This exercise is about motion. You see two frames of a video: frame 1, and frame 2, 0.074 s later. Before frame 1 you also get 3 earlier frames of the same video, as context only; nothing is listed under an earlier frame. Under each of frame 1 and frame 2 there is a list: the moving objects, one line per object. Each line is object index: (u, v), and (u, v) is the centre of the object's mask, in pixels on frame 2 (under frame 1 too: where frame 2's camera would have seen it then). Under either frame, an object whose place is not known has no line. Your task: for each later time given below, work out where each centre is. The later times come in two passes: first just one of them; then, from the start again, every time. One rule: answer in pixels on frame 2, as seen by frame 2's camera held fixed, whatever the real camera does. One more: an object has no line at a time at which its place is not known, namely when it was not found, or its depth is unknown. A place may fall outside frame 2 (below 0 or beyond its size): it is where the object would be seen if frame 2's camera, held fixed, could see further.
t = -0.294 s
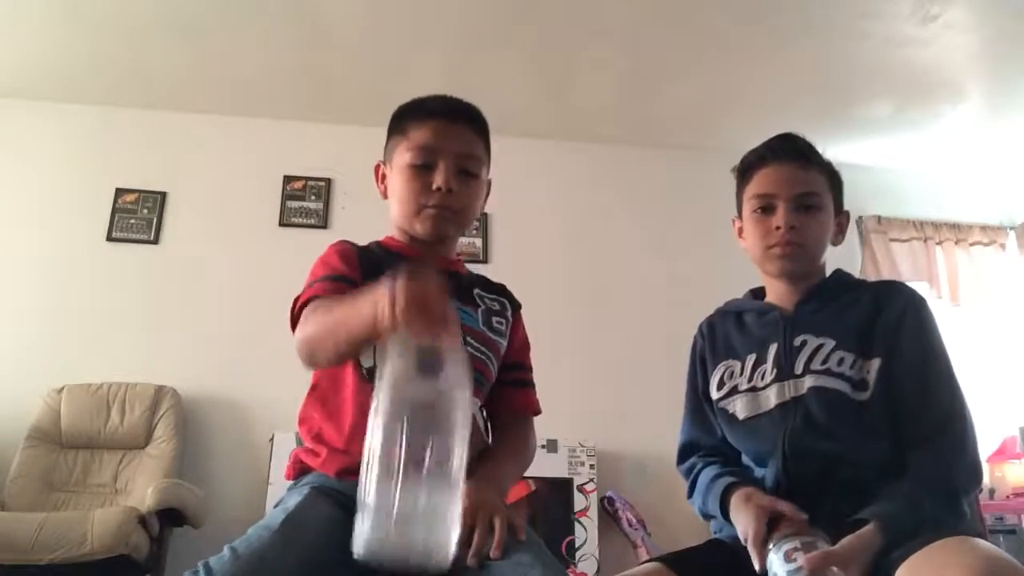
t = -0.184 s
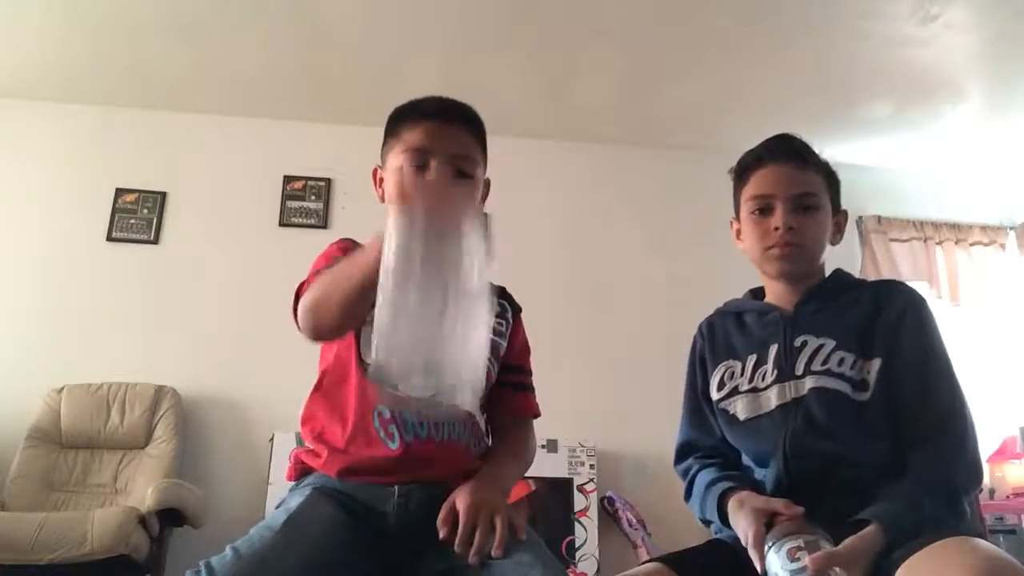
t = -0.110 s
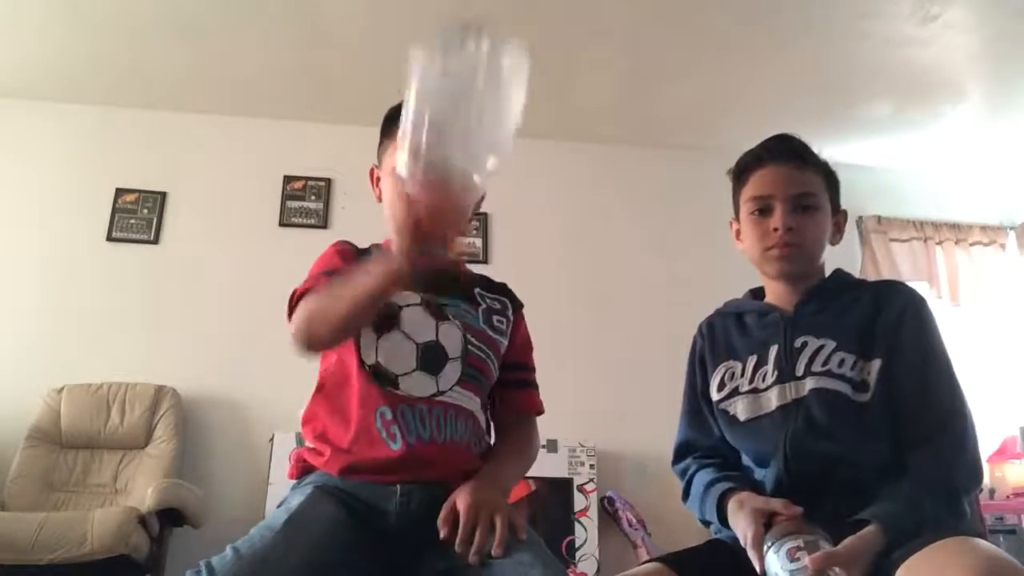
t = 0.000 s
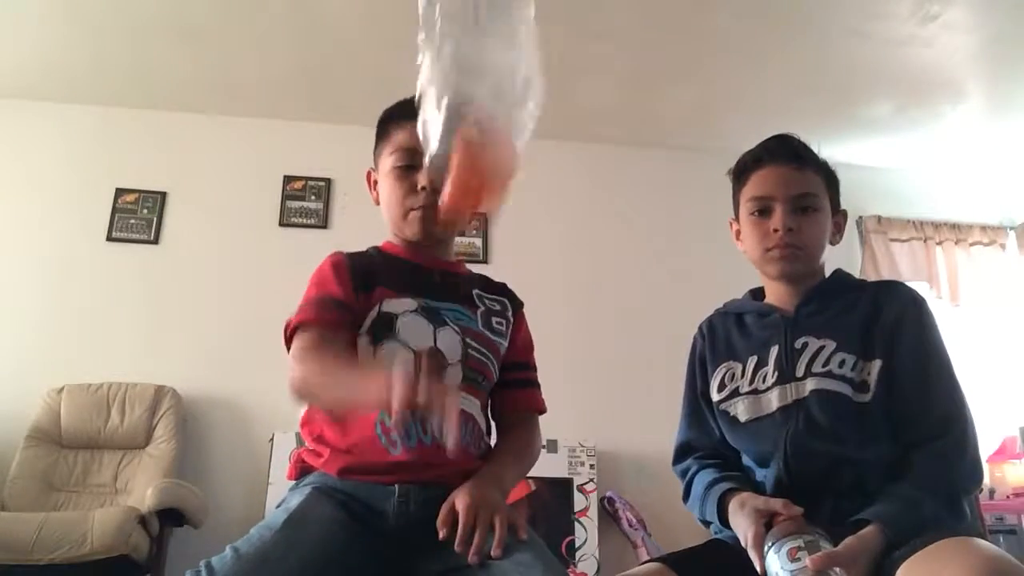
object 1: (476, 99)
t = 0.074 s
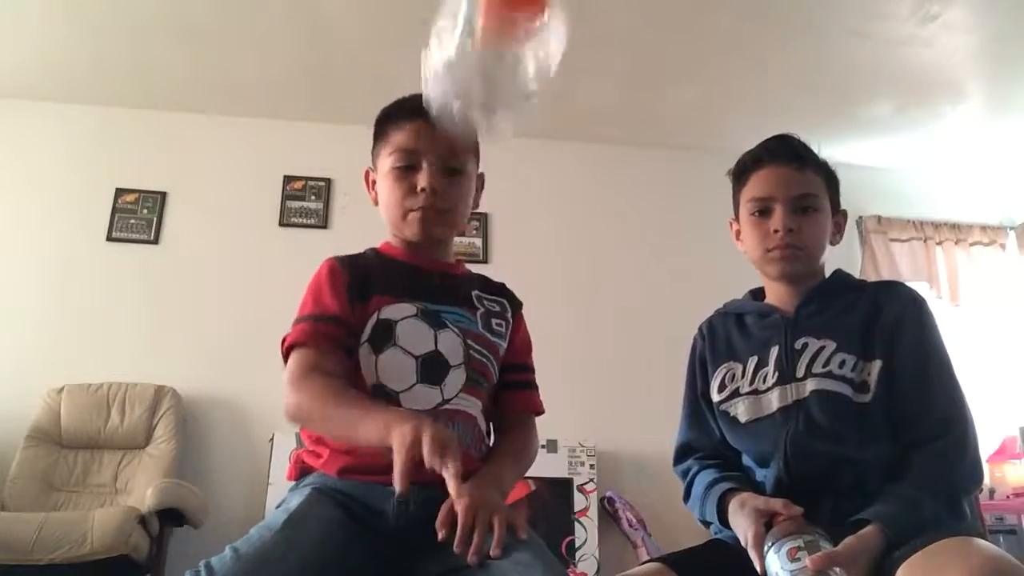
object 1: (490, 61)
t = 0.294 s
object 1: (543, 463)
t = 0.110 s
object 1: (494, 81)
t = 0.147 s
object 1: (502, 110)
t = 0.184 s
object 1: (518, 201)
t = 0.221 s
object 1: (523, 296)
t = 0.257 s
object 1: (533, 404)
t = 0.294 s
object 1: (543, 463)
